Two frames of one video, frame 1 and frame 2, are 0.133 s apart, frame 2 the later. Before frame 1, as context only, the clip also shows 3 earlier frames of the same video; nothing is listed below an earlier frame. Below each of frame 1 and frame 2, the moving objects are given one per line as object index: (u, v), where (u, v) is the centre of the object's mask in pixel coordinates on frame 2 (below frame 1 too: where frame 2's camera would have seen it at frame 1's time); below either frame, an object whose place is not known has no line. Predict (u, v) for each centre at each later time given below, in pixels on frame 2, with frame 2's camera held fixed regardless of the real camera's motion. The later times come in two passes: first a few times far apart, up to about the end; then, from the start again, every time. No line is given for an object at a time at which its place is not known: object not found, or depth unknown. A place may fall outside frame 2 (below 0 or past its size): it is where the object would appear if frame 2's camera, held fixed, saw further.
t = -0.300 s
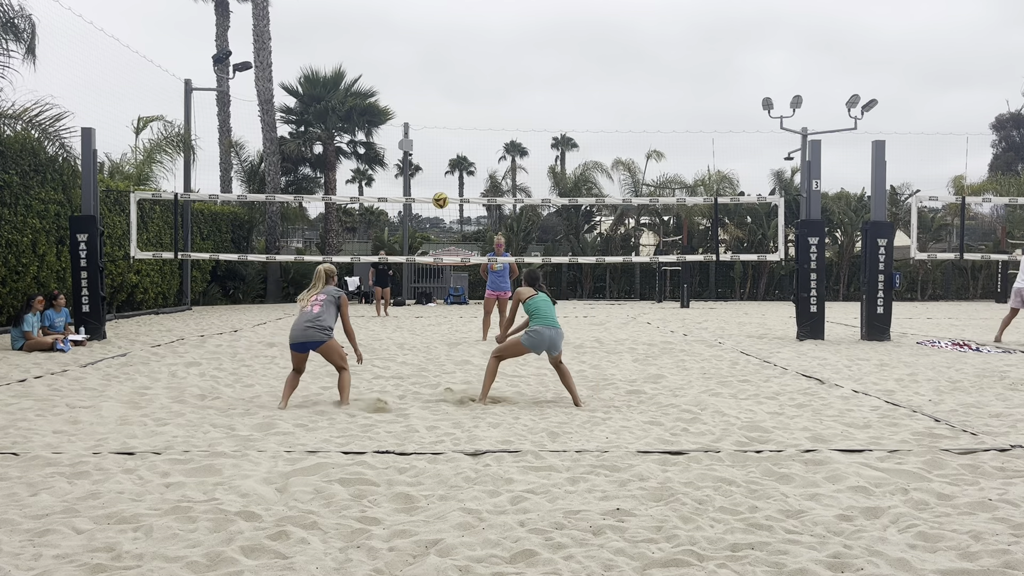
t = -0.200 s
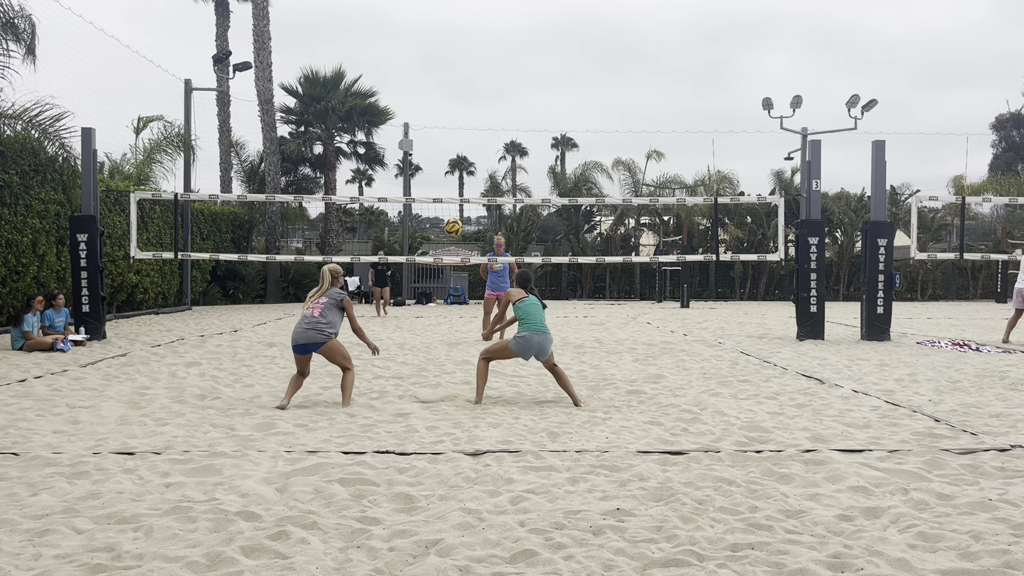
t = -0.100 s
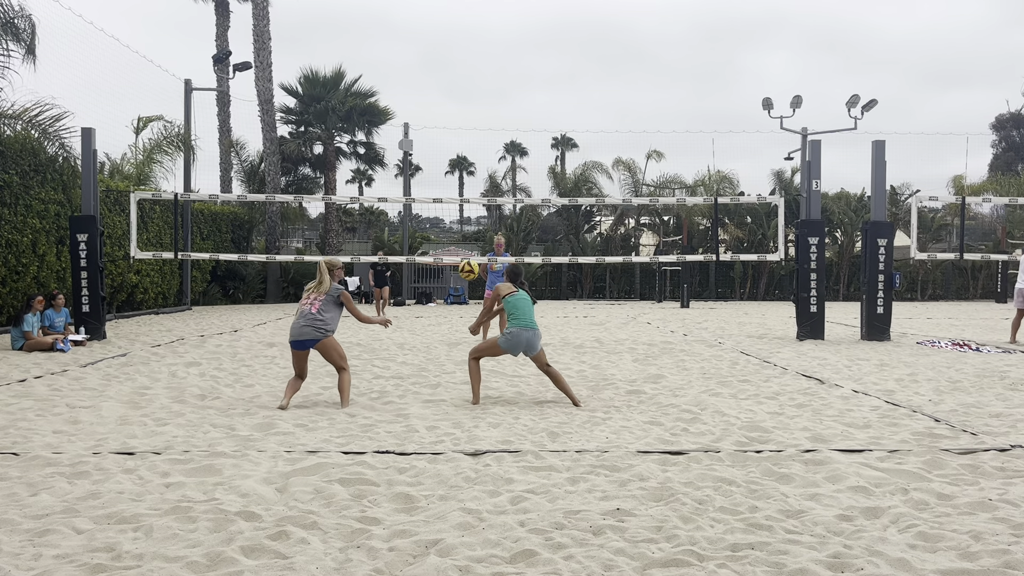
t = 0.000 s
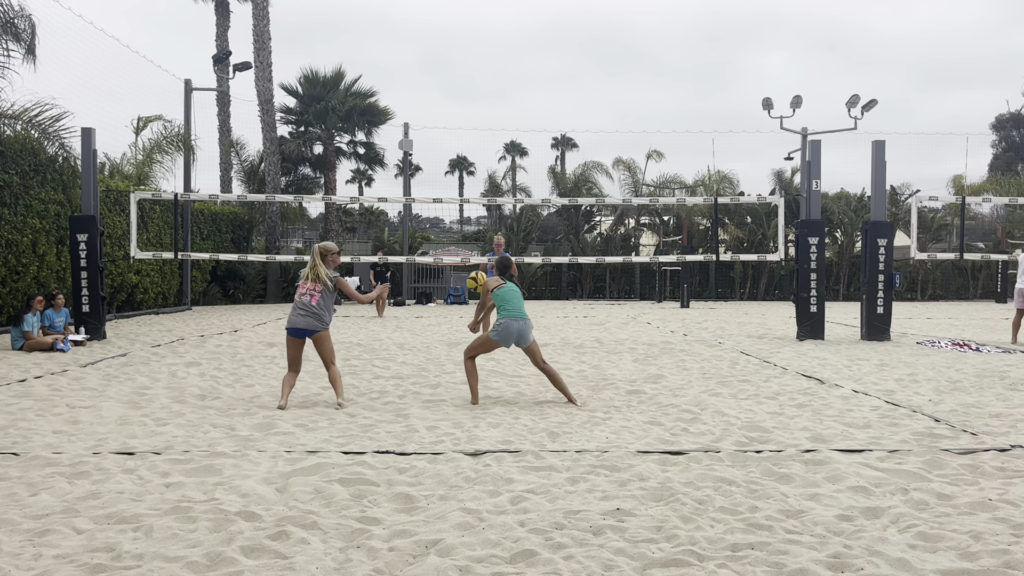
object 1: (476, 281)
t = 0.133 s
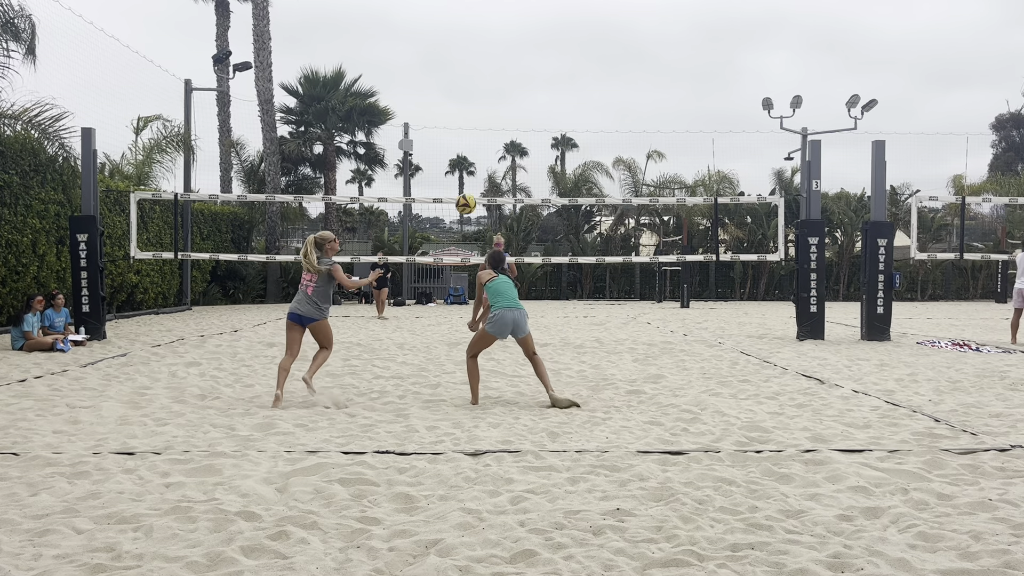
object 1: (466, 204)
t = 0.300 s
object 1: (452, 138)
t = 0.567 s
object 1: (432, 92)
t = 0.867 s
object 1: (413, 114)
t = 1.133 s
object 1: (399, 187)
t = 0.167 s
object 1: (463, 188)
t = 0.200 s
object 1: (460, 173)
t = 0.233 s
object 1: (457, 160)
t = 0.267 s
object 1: (454, 148)
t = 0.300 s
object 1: (452, 138)
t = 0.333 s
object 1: (449, 128)
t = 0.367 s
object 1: (446, 119)
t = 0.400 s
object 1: (444, 112)
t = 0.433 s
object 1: (441, 106)
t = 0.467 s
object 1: (439, 101)
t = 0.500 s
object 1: (437, 97)
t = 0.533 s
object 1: (434, 94)
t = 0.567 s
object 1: (432, 92)
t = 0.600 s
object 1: (430, 91)
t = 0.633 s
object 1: (427, 90)
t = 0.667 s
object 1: (425, 91)
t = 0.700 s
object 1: (423, 93)
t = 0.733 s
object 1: (421, 95)
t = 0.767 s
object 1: (419, 99)
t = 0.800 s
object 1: (417, 103)
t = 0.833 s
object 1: (415, 108)
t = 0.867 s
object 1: (413, 114)
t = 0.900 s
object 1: (411, 120)
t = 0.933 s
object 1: (409, 128)
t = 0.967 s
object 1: (408, 136)
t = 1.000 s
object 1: (406, 145)
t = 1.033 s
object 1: (404, 154)
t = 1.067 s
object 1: (403, 165)
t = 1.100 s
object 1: (400, 175)
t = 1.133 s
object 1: (399, 187)
